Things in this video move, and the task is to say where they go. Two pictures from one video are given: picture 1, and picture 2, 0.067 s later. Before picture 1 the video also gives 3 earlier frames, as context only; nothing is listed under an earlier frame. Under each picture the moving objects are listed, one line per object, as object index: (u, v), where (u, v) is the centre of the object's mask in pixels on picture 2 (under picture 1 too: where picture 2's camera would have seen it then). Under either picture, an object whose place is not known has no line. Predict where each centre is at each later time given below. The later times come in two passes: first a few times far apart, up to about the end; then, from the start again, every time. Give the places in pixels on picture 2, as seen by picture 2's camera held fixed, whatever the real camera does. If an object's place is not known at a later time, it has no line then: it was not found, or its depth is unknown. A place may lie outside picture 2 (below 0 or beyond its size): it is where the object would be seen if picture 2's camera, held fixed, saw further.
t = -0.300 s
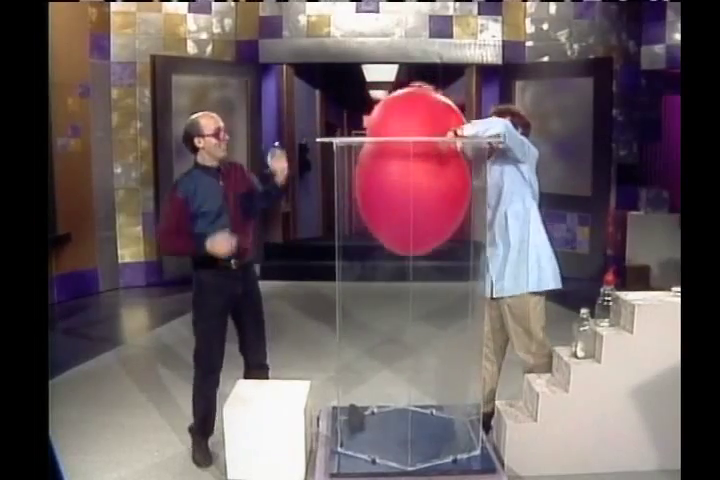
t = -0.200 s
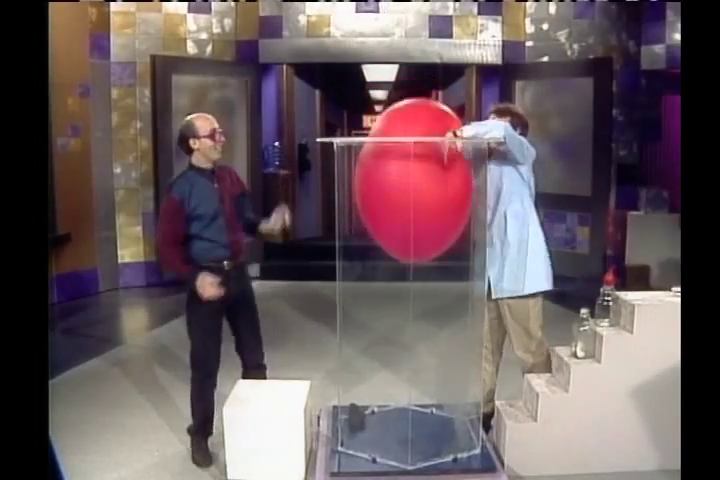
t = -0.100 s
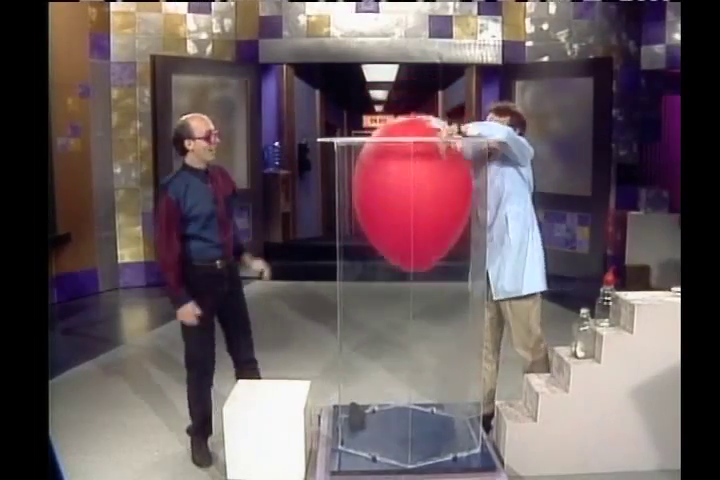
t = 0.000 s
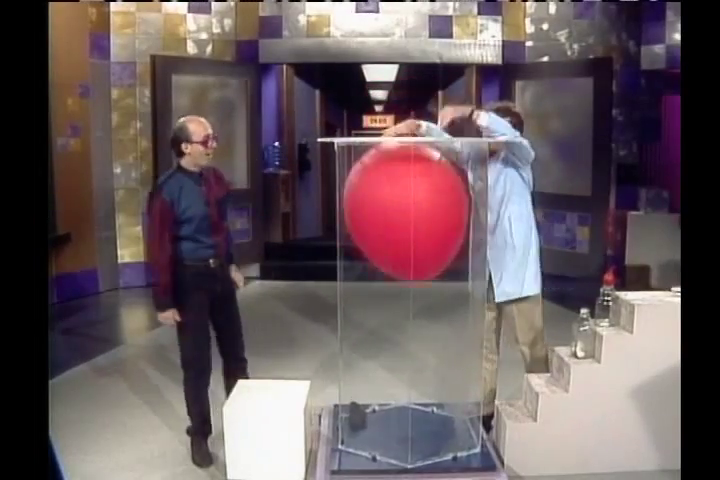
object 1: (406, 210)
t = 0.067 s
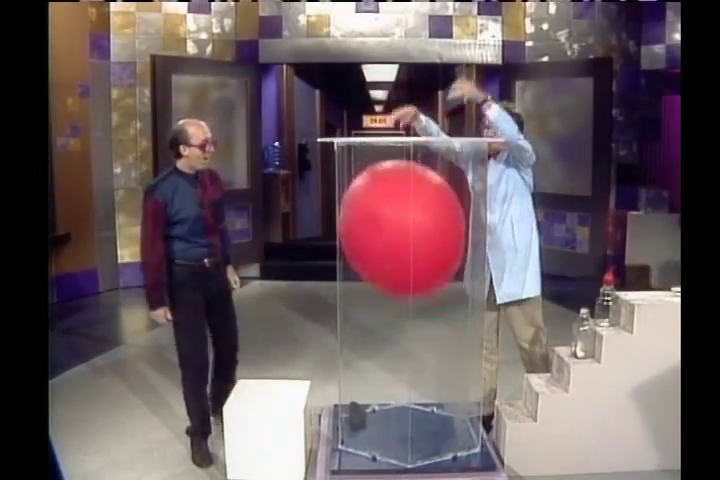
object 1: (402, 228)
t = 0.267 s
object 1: (419, 287)
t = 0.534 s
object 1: (402, 383)
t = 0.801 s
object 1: (400, 375)
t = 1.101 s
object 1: (405, 378)
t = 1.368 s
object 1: (404, 381)
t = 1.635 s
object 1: (412, 381)
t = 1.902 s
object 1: (413, 378)
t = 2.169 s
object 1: (411, 379)
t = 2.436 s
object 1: (410, 381)
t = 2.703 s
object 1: (404, 380)
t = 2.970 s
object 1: (405, 380)
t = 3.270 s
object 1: (410, 379)
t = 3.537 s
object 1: (410, 380)
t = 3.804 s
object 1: (412, 380)
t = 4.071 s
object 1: (412, 381)
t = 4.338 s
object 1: (409, 382)
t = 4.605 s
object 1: (409, 383)
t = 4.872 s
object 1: (407, 385)
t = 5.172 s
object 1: (406, 386)
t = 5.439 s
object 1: (406, 389)
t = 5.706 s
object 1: (406, 390)
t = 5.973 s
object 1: (406, 390)
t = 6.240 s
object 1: (406, 390)
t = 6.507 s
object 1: (406, 390)
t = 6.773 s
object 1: (407, 389)
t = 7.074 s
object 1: (406, 388)
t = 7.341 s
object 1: (407, 389)
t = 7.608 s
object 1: (407, 389)
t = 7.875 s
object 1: (408, 389)
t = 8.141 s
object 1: (408, 390)
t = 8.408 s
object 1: (407, 390)
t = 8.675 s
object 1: (408, 390)
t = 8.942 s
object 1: (408, 390)
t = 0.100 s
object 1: (403, 238)
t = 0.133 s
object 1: (404, 246)
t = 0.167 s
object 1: (407, 255)
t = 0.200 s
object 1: (413, 266)
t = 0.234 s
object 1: (418, 275)
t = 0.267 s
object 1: (419, 287)
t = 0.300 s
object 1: (417, 300)
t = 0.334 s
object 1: (415, 317)
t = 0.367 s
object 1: (413, 333)
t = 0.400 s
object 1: (409, 350)
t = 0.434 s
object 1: (404, 365)
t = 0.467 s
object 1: (402, 377)
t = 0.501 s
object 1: (402, 384)
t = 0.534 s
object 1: (402, 383)
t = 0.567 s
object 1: (402, 380)
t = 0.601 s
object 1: (402, 375)
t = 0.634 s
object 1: (403, 372)
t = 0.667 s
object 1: (401, 371)
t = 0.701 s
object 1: (399, 371)
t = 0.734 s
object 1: (399, 372)
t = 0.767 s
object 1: (399, 374)
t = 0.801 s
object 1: (400, 375)
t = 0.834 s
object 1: (402, 378)
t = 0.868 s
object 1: (403, 381)
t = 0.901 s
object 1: (405, 383)
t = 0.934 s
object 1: (406, 385)
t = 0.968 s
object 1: (407, 385)
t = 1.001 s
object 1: (408, 385)
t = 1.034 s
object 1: (407, 384)
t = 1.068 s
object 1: (406, 382)
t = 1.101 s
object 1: (405, 378)
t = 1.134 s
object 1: (405, 376)
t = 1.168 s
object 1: (405, 375)
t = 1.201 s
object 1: (404, 375)
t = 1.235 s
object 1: (404, 376)
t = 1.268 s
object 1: (403, 378)
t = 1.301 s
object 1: (403, 380)
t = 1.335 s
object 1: (403, 381)
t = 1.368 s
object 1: (404, 381)
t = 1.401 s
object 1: (405, 381)
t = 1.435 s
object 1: (407, 379)
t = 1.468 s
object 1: (409, 378)
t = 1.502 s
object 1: (411, 377)
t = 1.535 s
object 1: (413, 377)
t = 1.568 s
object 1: (413, 378)
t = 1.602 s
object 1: (412, 380)
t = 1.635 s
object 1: (412, 381)
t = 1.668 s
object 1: (411, 382)
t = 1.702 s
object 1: (410, 382)
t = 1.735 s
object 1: (410, 381)
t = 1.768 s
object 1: (411, 379)
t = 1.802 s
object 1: (411, 378)
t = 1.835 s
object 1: (412, 377)
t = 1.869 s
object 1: (412, 378)
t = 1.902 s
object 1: (413, 378)
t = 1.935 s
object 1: (412, 380)
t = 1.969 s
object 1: (412, 381)
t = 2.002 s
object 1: (412, 381)
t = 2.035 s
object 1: (411, 381)
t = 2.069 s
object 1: (411, 381)
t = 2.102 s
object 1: (411, 380)
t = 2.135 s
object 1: (411, 379)
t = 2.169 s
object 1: (411, 379)
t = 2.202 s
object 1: (411, 379)
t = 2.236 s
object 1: (411, 380)
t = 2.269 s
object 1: (411, 382)
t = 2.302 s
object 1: (411, 382)
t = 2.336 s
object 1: (410, 383)
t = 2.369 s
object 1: (410, 382)
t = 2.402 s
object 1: (410, 381)
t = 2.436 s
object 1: (410, 381)
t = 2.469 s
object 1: (409, 380)
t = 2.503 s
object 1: (408, 379)
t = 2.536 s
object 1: (407, 379)
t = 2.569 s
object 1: (406, 380)
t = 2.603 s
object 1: (405, 380)
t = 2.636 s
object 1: (405, 380)
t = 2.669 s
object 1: (404, 380)
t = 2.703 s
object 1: (404, 380)
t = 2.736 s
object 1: (404, 379)
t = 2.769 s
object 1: (404, 379)
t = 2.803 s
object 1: (404, 379)
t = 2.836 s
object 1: (404, 379)
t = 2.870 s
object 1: (404, 379)
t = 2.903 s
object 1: (404, 379)
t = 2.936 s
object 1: (405, 380)
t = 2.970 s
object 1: (405, 380)
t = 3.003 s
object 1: (406, 380)
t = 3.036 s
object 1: (406, 379)
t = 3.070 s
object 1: (407, 378)
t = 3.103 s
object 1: (408, 378)
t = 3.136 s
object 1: (408, 378)
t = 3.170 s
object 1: (409, 378)
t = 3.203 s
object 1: (409, 378)
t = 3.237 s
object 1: (410, 378)
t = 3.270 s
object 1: (410, 379)
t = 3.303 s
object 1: (410, 379)
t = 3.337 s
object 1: (411, 379)
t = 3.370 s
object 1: (411, 379)
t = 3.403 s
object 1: (411, 378)
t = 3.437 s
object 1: (411, 379)
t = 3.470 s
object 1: (411, 379)
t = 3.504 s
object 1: (410, 379)
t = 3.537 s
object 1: (410, 380)
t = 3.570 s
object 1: (410, 380)
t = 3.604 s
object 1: (411, 380)
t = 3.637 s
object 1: (411, 380)
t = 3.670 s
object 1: (412, 380)
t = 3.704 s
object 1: (412, 379)
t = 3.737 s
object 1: (413, 379)
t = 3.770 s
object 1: (412, 379)
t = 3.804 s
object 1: (412, 380)
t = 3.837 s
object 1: (412, 380)
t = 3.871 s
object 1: (412, 380)
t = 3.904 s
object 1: (411, 380)
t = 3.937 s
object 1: (411, 380)
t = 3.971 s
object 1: (411, 380)
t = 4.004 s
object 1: (411, 380)
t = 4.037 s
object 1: (411, 381)
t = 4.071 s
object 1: (412, 381)
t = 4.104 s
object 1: (412, 382)
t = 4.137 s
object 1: (412, 382)
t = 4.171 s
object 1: (412, 382)
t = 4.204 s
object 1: (411, 382)
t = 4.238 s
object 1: (411, 383)
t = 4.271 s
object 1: (410, 383)
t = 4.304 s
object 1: (410, 382)
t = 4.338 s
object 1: (409, 382)
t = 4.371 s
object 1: (409, 382)
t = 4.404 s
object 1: (409, 382)
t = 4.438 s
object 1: (409, 382)
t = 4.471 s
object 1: (409, 382)
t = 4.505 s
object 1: (409, 382)
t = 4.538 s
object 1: (409, 382)
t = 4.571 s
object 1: (408, 383)
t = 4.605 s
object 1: (409, 383)
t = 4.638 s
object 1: (409, 383)
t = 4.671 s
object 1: (409, 383)
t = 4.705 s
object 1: (409, 384)
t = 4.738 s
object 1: (408, 384)
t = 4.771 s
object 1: (408, 384)
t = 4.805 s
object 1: (408, 385)
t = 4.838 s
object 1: (408, 385)
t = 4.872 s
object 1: (407, 385)
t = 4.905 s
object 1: (407, 385)
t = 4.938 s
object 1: (407, 385)
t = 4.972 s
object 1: (407, 385)
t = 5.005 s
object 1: (407, 385)
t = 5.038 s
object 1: (407, 386)
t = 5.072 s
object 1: (407, 386)
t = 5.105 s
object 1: (406, 386)
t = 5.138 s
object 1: (406, 386)
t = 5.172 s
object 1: (406, 386)
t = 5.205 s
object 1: (406, 386)
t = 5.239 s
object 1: (406, 387)
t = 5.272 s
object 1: (406, 387)
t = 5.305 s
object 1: (406, 387)
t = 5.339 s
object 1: (406, 388)
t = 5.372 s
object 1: (406, 388)
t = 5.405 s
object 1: (406, 389)
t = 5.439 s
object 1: (406, 389)
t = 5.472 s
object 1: (407, 390)
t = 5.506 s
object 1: (407, 390)
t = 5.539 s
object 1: (408, 390)
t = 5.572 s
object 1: (408, 390)
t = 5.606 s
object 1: (408, 390)
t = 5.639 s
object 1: (407, 390)
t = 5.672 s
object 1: (407, 390)
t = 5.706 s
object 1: (406, 390)
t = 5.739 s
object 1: (406, 390)
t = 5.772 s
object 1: (406, 390)
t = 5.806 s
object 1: (405, 390)
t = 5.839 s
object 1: (405, 390)
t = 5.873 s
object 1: (405, 390)
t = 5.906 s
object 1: (405, 390)
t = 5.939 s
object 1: (406, 390)
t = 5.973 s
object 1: (406, 390)
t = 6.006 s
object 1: (406, 390)
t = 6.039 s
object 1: (406, 390)
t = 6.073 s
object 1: (406, 390)
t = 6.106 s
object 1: (406, 390)
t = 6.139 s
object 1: (405, 390)
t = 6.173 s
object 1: (405, 390)
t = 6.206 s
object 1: (406, 390)
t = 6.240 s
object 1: (406, 390)
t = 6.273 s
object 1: (406, 390)
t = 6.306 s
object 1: (406, 390)
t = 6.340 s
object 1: (406, 390)
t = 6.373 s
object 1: (406, 390)
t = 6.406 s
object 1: (406, 390)
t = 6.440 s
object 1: (406, 390)
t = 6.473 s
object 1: (406, 390)
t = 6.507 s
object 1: (406, 390)
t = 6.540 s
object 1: (406, 390)
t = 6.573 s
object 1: (406, 389)
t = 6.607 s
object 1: (406, 389)
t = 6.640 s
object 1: (407, 389)
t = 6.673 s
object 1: (407, 389)
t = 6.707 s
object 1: (407, 389)
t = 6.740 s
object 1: (407, 389)
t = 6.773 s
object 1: (407, 389)
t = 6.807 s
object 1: (407, 389)
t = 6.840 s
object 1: (407, 389)
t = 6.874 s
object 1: (407, 389)
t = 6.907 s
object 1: (407, 388)
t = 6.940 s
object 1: (407, 388)
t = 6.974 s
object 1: (406, 388)
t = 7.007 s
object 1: (406, 388)
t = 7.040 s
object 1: (406, 388)
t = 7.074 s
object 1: (406, 388)
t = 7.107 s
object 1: (407, 388)
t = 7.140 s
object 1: (407, 388)
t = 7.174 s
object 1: (407, 389)
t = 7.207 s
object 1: (407, 388)
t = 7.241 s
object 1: (408, 389)
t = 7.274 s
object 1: (407, 389)
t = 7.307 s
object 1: (407, 389)
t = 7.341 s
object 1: (407, 389)
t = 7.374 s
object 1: (407, 389)
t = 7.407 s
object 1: (407, 389)
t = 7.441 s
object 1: (407, 389)
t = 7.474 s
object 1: (407, 389)
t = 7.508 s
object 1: (407, 389)
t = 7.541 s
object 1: (407, 389)
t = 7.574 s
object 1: (407, 389)
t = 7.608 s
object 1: (407, 389)
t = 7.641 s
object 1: (407, 389)
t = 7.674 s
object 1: (407, 389)
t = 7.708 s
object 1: (407, 389)
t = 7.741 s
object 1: (407, 389)
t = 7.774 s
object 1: (407, 389)
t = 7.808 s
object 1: (408, 389)
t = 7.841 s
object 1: (407, 389)
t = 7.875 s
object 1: (408, 389)
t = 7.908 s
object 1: (407, 389)
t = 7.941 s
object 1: (408, 390)
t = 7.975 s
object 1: (408, 390)
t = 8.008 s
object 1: (407, 390)
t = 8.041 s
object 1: (408, 390)
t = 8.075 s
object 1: (408, 390)
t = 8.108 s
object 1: (408, 390)
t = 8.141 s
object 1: (408, 390)
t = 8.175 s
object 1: (408, 390)
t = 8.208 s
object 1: (407, 390)
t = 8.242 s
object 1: (407, 390)
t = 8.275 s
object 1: (407, 390)
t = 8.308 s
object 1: (406, 390)
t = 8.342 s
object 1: (407, 390)
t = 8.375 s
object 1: (407, 390)
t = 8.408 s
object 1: (407, 390)
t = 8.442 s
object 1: (408, 390)
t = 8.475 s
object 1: (408, 390)
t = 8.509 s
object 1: (408, 390)
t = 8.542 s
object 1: (407, 390)
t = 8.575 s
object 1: (408, 390)
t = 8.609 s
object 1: (407, 390)
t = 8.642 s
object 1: (407, 390)
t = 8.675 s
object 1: (408, 390)
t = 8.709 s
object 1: (408, 390)
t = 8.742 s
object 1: (408, 390)
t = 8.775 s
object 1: (408, 390)
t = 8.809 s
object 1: (408, 390)
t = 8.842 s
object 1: (408, 390)
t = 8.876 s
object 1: (408, 390)
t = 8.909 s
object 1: (408, 390)
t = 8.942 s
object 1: (408, 390)
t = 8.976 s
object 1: (408, 390)
